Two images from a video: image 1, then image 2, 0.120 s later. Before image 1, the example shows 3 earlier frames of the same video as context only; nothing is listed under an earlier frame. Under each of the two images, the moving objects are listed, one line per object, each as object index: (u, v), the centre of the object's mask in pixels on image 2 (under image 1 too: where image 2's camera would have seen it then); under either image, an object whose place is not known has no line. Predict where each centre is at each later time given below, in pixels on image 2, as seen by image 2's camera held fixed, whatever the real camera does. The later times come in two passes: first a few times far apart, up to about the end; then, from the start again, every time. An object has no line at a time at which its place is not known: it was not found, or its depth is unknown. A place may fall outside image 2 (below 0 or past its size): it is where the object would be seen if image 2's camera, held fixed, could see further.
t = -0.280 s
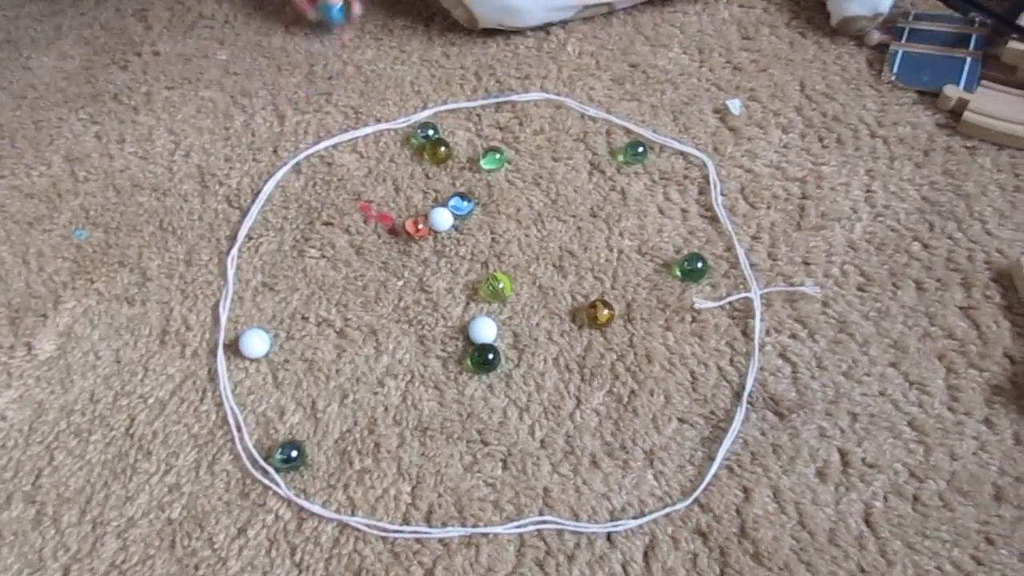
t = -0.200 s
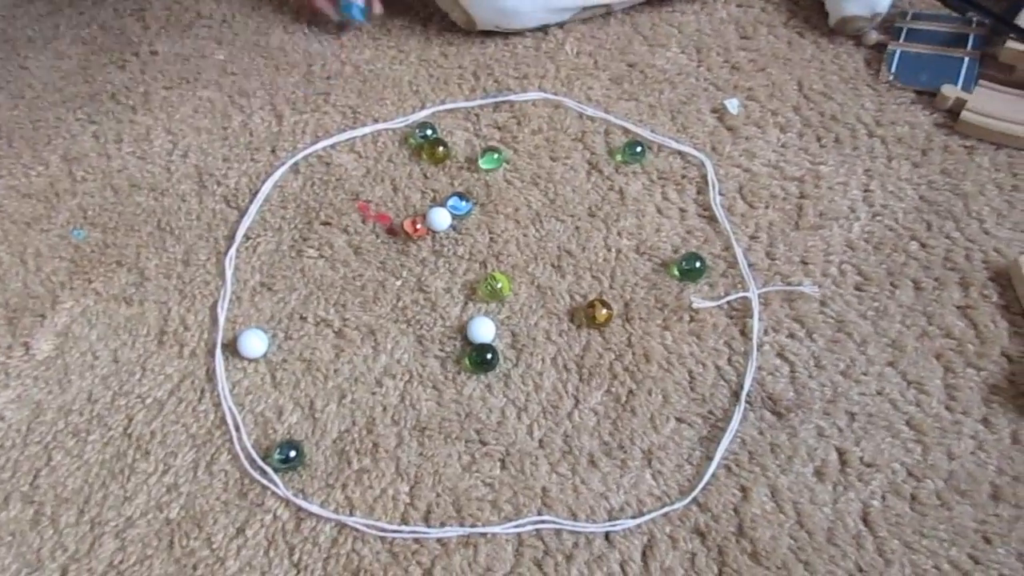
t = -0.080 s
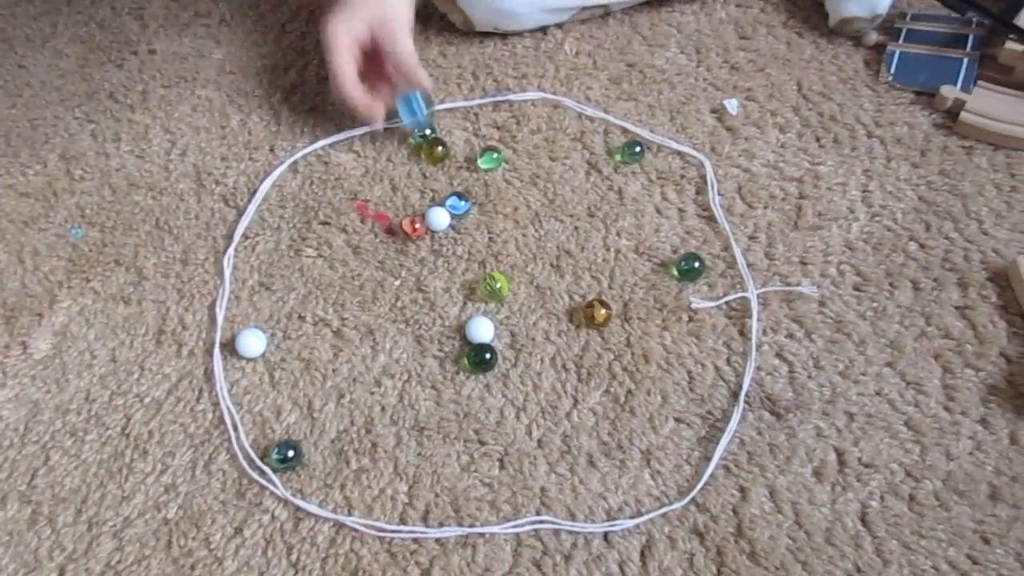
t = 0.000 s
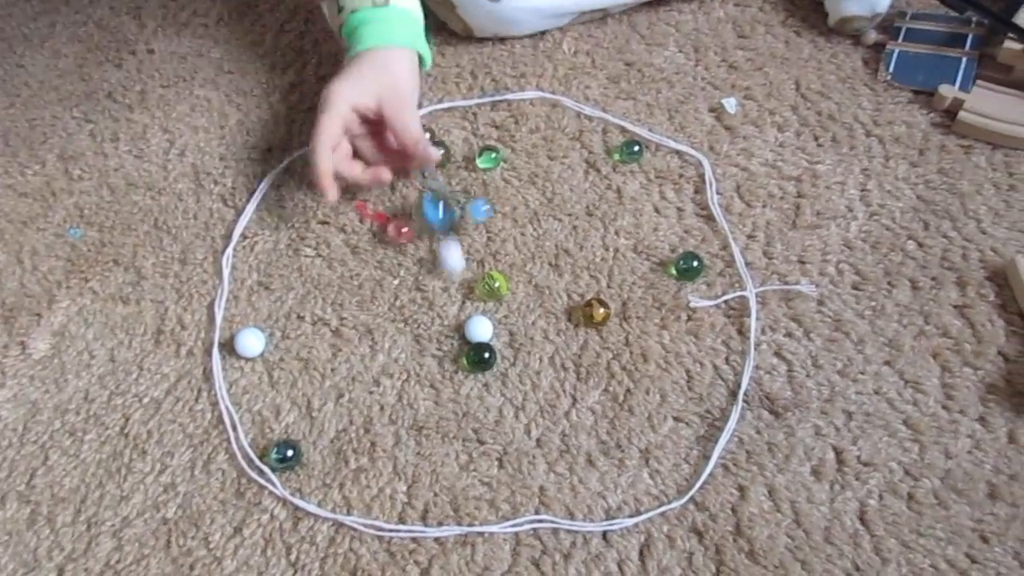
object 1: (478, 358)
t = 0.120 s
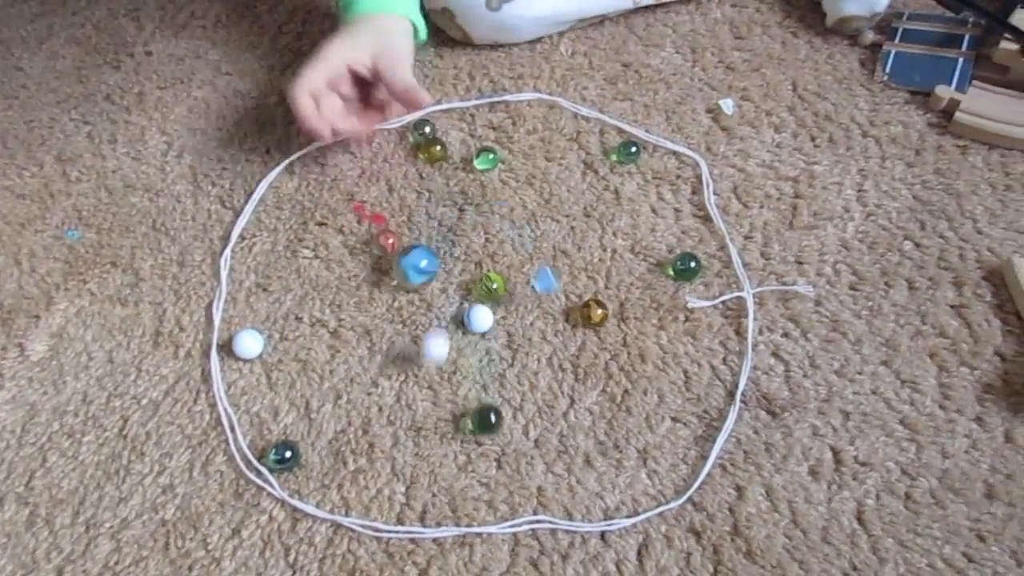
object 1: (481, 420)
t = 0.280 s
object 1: (510, 484)
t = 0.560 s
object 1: (512, 493)
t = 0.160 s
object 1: (485, 440)
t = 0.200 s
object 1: (493, 457)
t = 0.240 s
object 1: (501, 474)
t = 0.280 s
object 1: (510, 484)
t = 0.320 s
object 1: (514, 494)
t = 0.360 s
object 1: (516, 498)
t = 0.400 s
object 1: (516, 499)
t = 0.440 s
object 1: (516, 497)
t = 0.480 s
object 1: (515, 495)
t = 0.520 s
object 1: (513, 493)
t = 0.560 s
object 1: (512, 493)
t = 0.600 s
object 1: (512, 493)
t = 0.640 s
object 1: (512, 493)
